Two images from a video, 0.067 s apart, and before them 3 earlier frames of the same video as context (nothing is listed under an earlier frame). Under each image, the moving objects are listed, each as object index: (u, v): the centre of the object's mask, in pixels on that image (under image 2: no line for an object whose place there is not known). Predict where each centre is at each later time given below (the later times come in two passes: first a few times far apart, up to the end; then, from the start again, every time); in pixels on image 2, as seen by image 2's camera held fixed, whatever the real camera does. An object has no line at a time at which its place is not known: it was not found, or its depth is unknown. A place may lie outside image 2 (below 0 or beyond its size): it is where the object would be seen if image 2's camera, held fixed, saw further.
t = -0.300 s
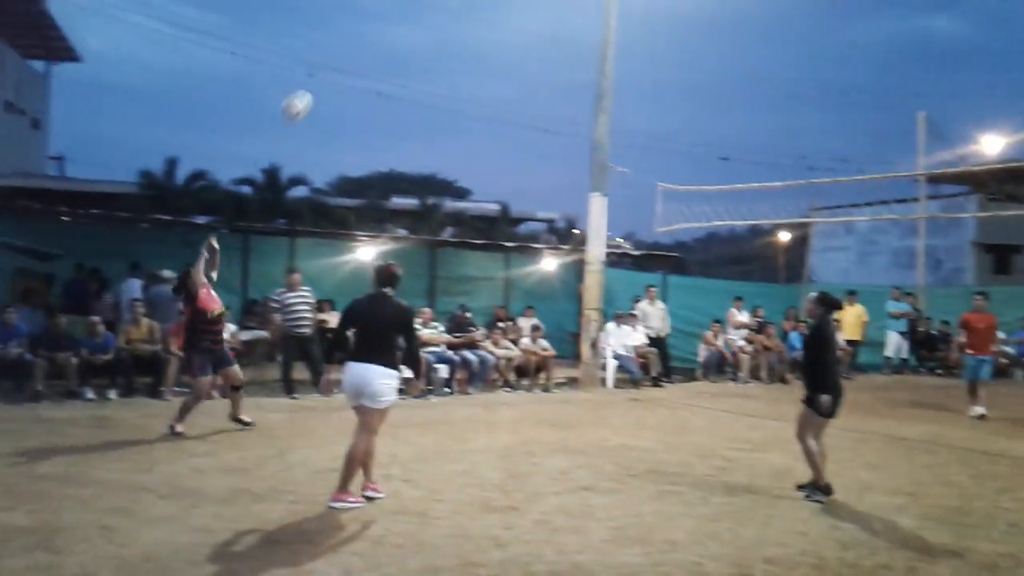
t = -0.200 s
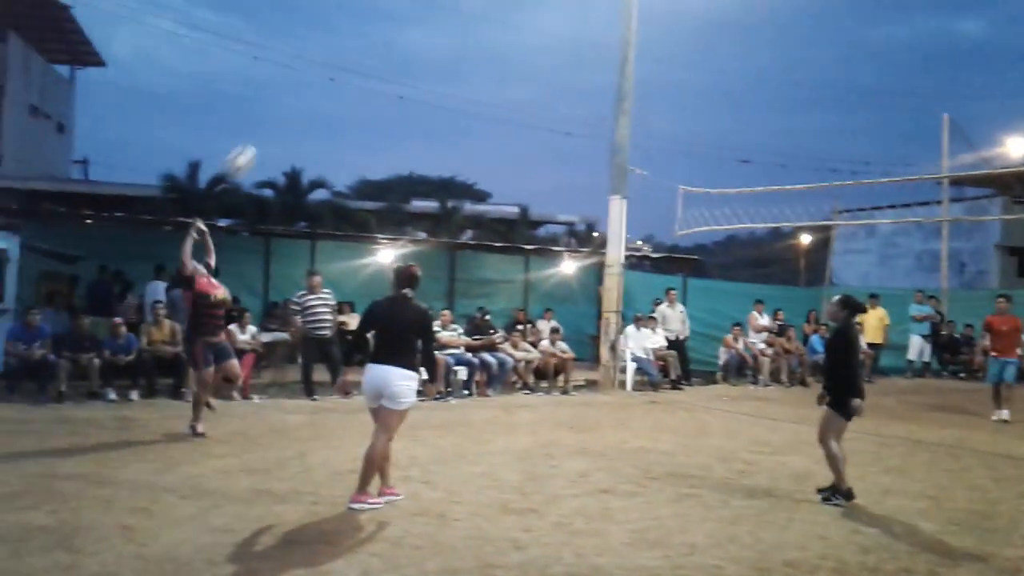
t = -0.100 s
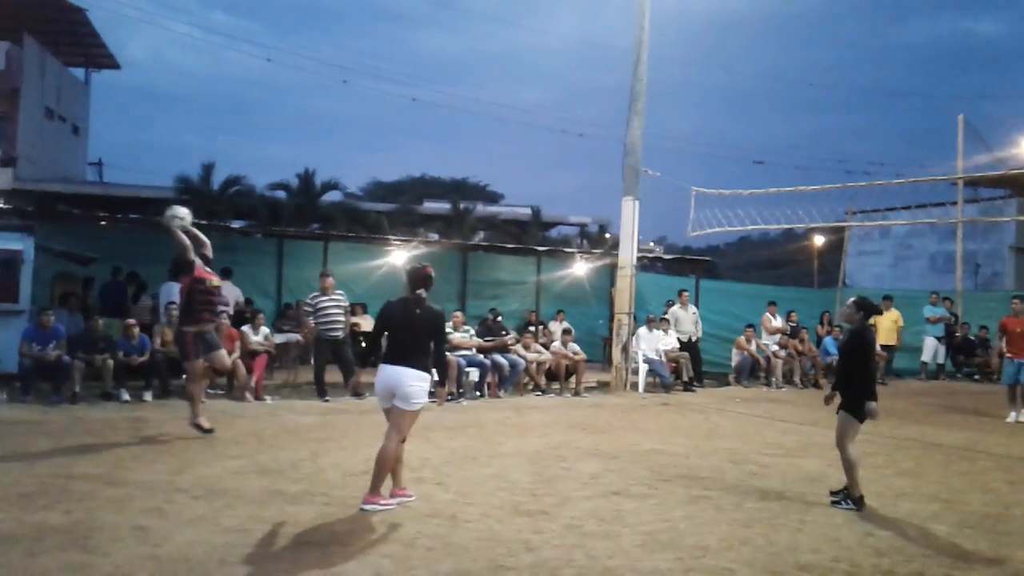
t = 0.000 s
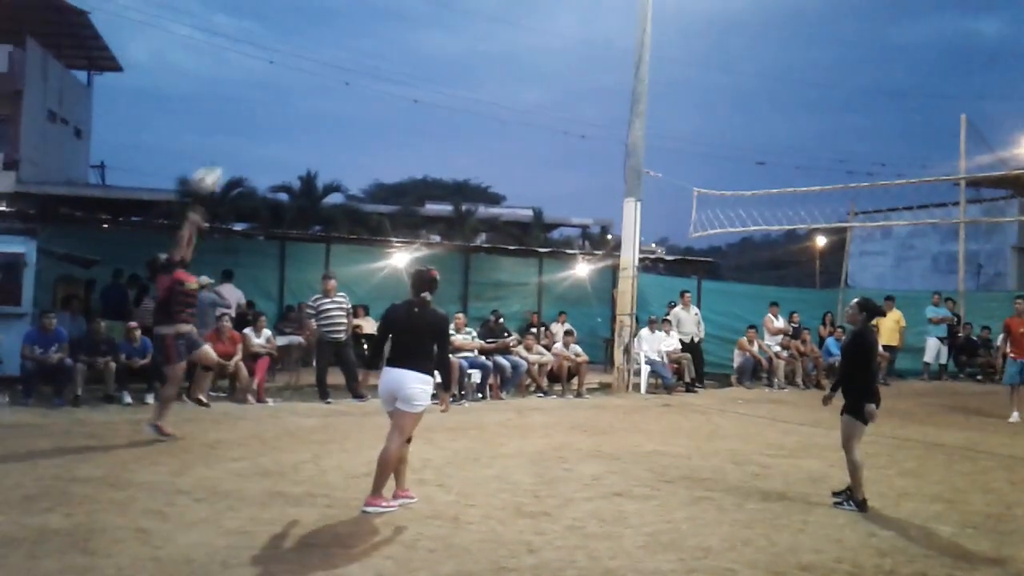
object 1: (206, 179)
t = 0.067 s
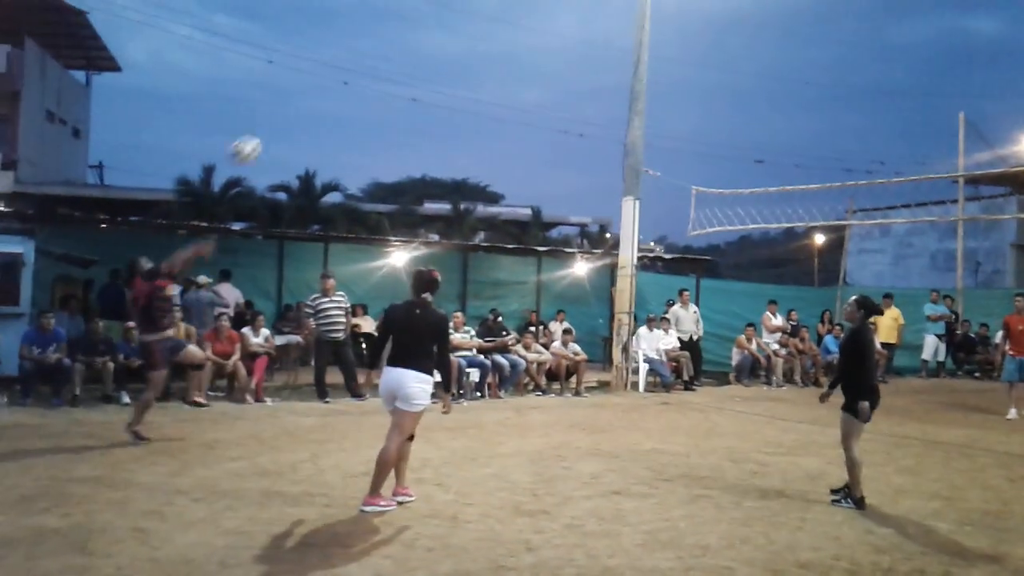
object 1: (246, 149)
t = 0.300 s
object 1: (392, 82)
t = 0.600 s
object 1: (587, 81)
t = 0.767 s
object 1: (695, 124)
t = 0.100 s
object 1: (266, 136)
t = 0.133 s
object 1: (286, 125)
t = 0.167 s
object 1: (308, 113)
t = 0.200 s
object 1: (330, 103)
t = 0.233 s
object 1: (350, 95)
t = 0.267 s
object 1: (371, 88)
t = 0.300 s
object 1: (392, 82)
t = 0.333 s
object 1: (414, 78)
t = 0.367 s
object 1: (435, 73)
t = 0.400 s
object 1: (456, 71)
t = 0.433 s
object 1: (477, 69)
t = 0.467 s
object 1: (498, 69)
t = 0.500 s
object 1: (520, 70)
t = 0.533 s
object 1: (542, 72)
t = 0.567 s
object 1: (564, 75)
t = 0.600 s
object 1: (587, 81)
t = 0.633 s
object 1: (607, 87)
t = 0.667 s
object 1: (629, 93)
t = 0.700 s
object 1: (651, 103)
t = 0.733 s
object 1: (673, 113)
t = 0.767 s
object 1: (695, 124)
